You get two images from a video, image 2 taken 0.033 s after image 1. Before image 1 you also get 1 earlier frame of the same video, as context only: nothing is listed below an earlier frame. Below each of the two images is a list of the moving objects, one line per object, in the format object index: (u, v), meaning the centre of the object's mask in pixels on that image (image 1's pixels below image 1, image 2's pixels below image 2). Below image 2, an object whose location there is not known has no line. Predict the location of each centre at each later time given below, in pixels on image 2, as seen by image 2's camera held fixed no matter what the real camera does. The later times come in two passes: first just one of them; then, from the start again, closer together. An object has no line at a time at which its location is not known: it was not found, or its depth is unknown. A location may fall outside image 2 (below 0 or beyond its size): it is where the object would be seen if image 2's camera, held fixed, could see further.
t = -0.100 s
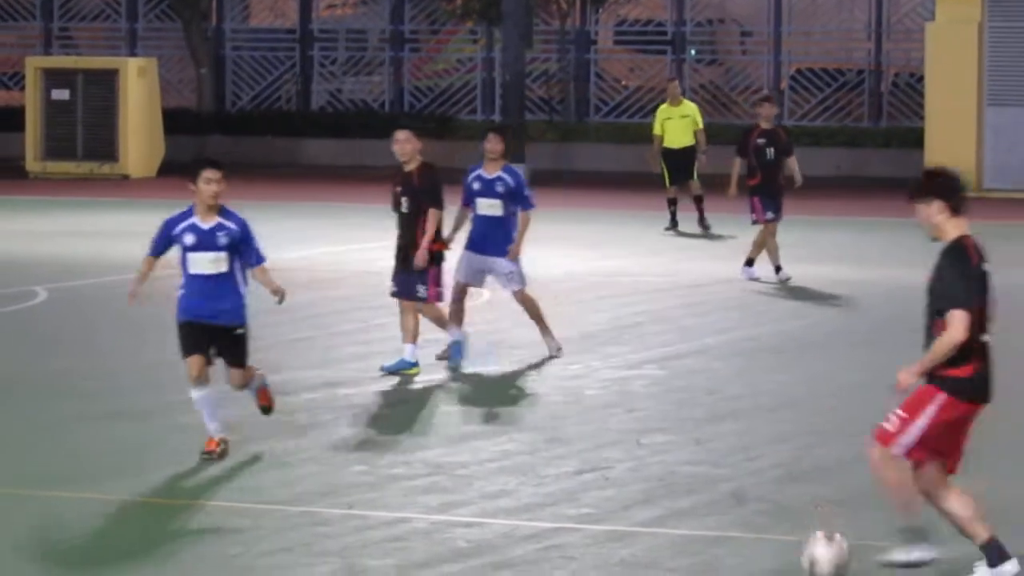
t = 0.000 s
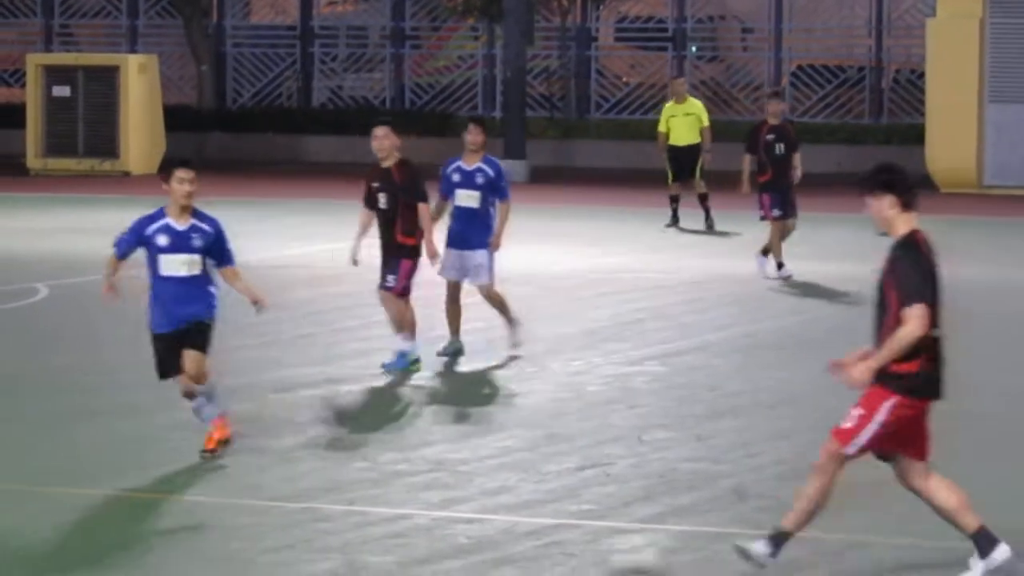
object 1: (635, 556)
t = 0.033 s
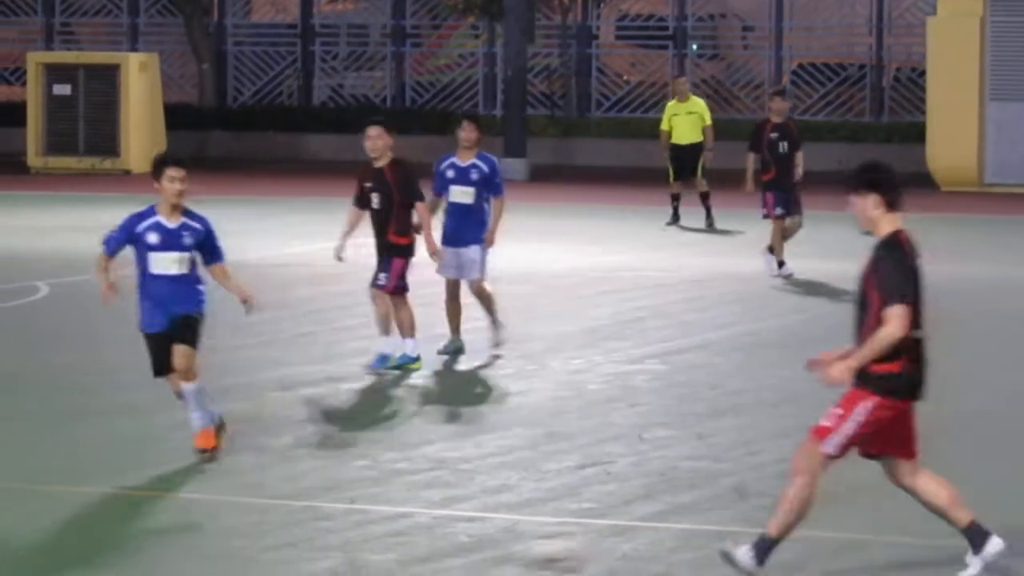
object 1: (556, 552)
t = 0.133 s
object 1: (312, 542)
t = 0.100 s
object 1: (383, 539)
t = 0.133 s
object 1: (312, 542)
